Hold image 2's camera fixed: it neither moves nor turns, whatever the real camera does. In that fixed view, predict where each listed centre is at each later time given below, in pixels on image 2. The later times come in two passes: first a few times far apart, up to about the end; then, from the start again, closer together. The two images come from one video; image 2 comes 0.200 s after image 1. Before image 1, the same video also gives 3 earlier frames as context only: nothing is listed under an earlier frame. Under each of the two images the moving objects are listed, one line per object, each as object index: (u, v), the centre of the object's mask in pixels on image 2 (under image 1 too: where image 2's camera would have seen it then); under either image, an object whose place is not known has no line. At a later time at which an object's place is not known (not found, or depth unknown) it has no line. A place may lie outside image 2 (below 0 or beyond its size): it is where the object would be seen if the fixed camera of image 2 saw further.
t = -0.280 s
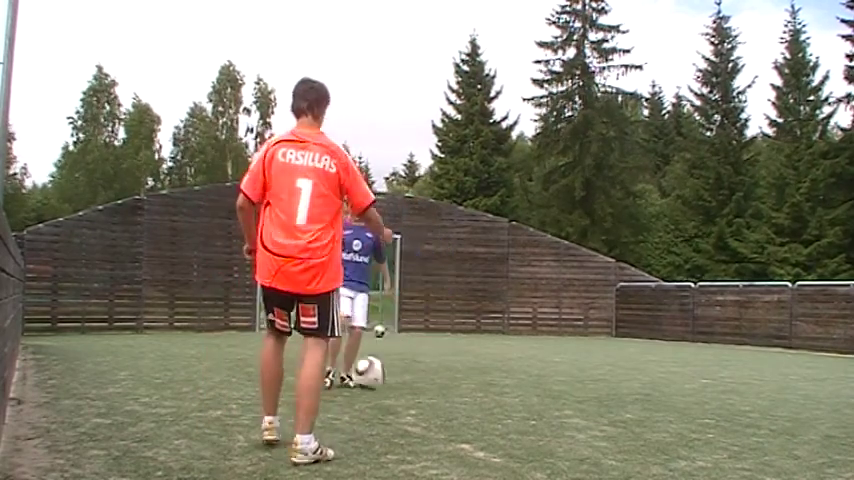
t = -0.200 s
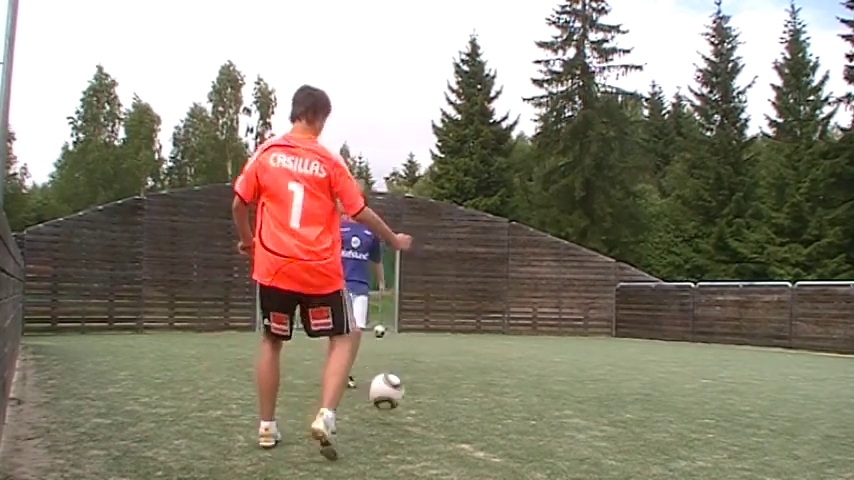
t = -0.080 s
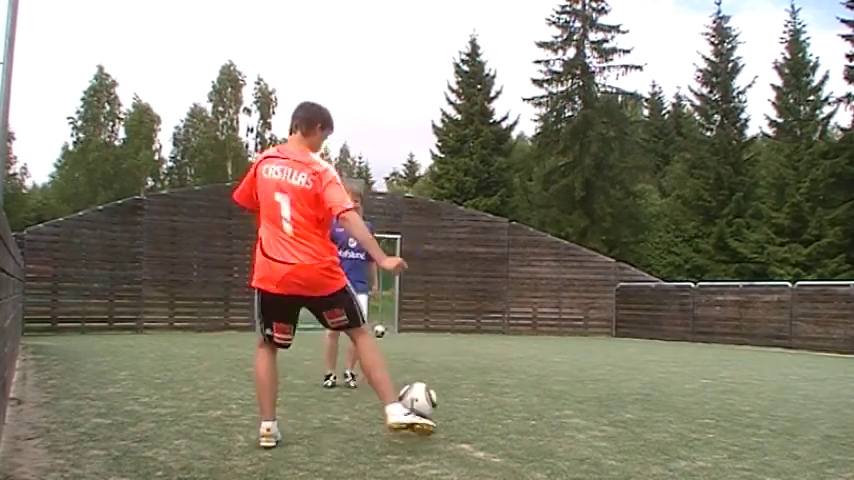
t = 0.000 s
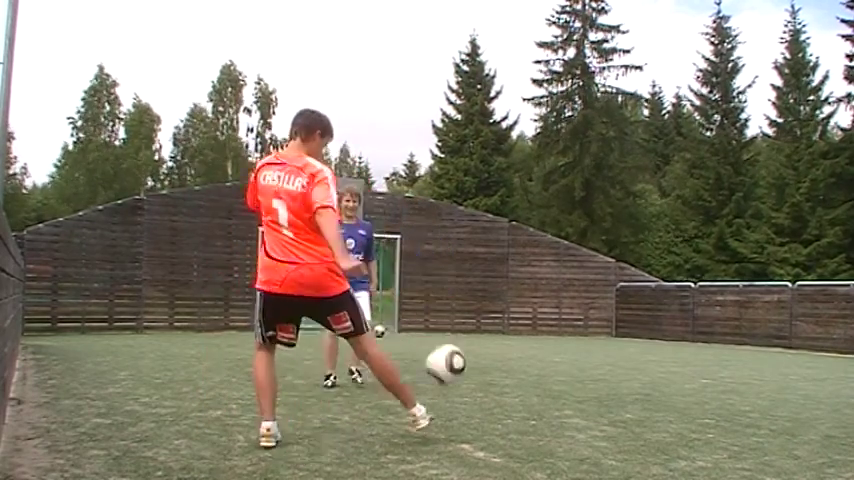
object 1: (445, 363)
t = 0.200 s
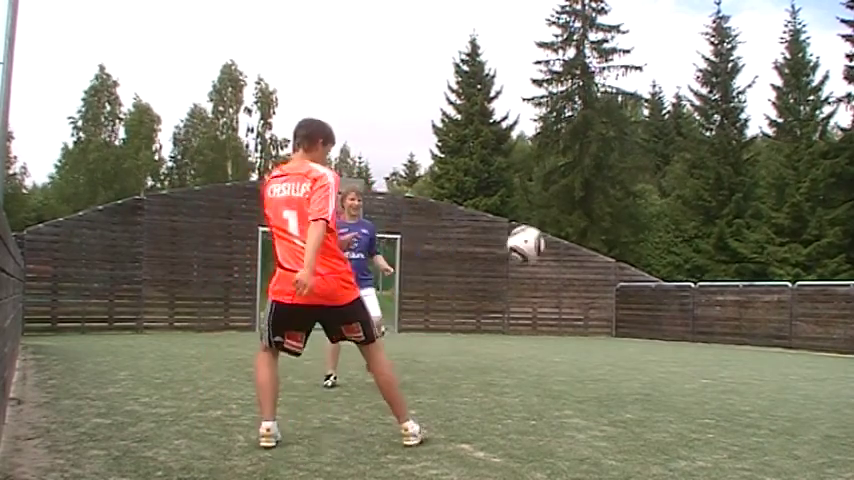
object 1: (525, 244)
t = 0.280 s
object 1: (554, 220)
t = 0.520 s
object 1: (627, 215)
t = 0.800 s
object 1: (696, 310)
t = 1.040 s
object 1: (755, 350)
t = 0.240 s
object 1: (539, 230)
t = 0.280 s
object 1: (554, 220)
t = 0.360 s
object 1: (579, 208)
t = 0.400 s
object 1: (592, 206)
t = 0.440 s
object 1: (604, 207)
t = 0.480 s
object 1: (616, 210)
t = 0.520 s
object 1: (627, 215)
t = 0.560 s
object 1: (638, 222)
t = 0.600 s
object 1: (648, 232)
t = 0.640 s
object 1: (659, 244)
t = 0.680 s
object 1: (669, 257)
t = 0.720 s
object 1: (679, 272)
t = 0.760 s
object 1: (688, 290)
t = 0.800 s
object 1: (696, 310)
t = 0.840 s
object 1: (705, 331)
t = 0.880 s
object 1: (713, 353)
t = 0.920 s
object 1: (720, 377)
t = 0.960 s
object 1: (729, 386)
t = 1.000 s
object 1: (743, 367)
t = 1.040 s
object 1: (755, 350)
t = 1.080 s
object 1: (767, 335)
